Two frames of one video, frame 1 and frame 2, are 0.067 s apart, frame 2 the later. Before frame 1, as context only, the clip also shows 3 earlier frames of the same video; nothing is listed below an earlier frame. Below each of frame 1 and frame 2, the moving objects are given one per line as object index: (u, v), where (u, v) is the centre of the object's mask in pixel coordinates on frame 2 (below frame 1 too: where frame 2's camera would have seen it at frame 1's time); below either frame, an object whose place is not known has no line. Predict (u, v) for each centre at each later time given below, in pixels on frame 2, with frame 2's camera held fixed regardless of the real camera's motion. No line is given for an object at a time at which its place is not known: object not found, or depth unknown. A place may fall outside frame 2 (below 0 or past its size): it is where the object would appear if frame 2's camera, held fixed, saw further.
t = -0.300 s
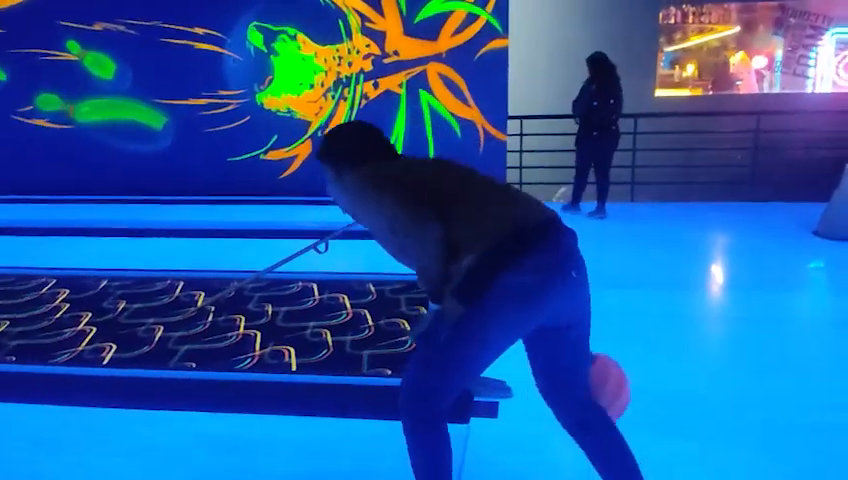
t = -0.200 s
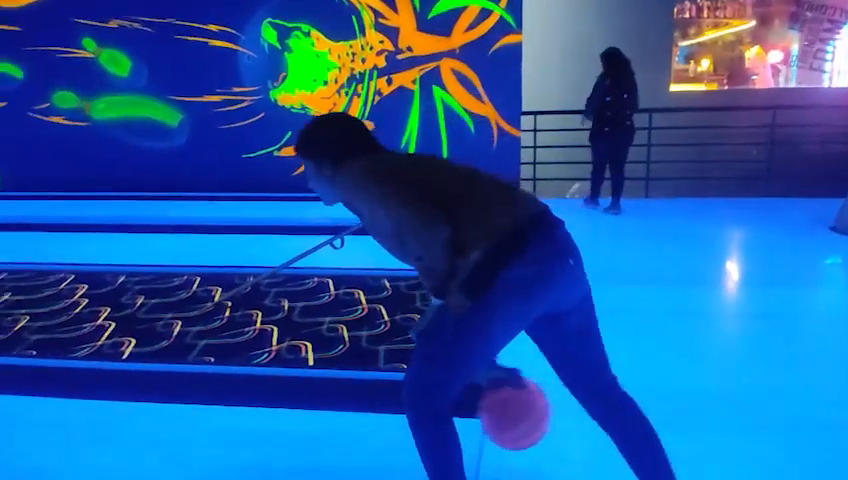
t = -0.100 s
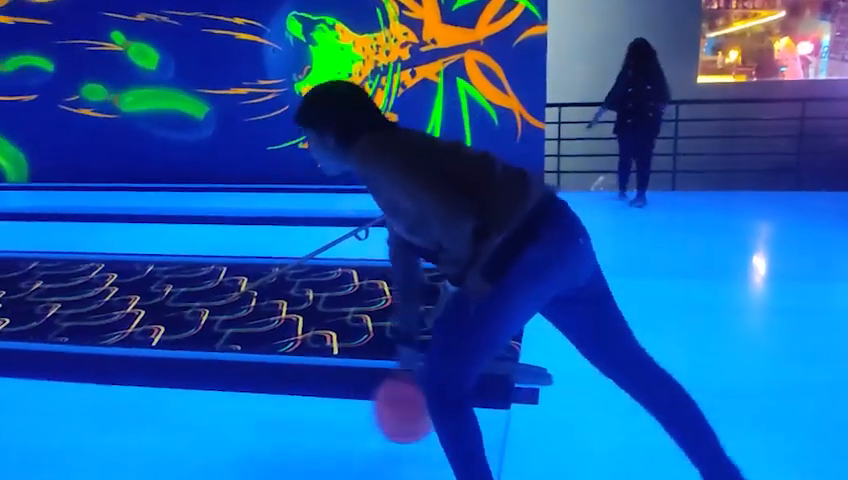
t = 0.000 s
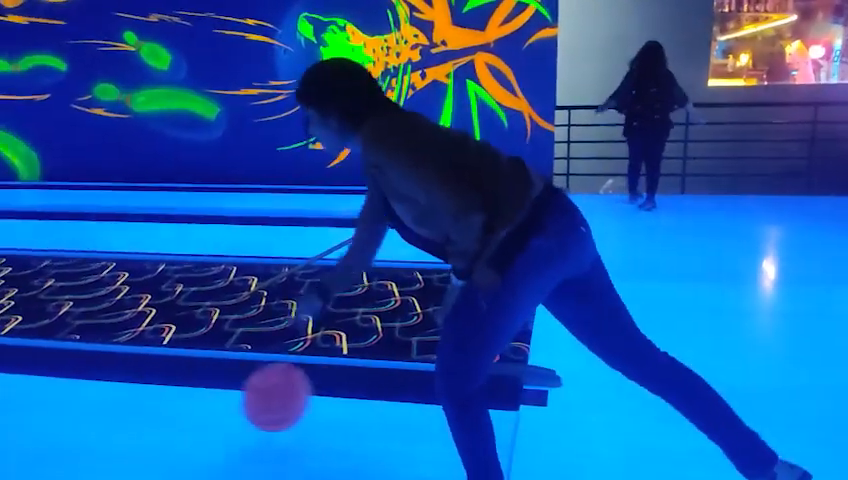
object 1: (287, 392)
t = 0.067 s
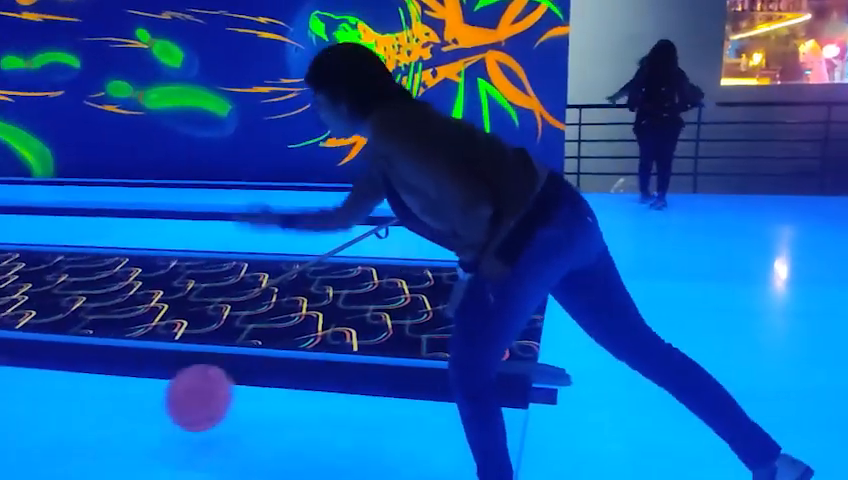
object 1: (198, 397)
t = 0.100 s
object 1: (155, 404)
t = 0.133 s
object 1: (113, 416)
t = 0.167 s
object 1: (74, 416)
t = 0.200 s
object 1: (35, 413)
